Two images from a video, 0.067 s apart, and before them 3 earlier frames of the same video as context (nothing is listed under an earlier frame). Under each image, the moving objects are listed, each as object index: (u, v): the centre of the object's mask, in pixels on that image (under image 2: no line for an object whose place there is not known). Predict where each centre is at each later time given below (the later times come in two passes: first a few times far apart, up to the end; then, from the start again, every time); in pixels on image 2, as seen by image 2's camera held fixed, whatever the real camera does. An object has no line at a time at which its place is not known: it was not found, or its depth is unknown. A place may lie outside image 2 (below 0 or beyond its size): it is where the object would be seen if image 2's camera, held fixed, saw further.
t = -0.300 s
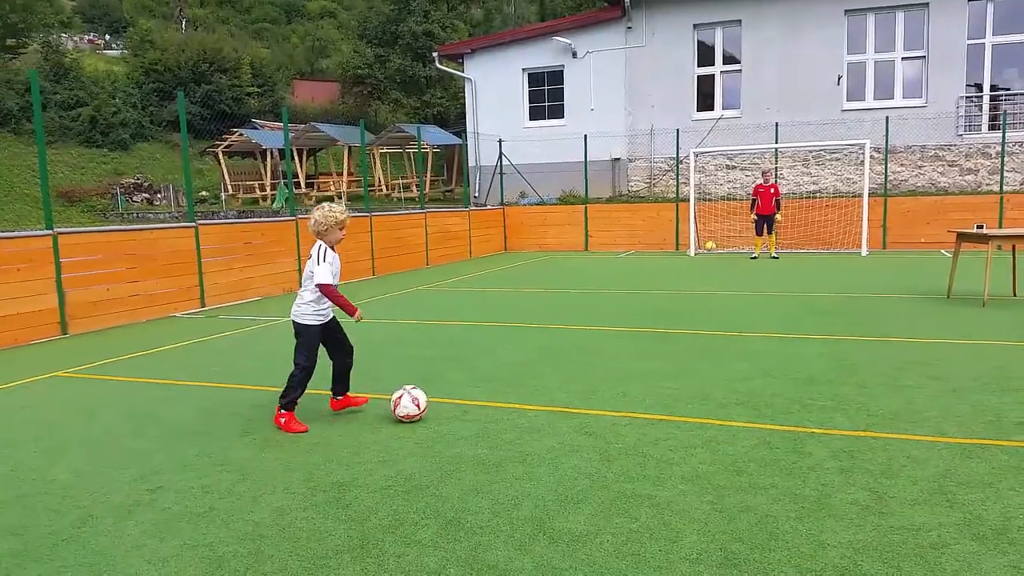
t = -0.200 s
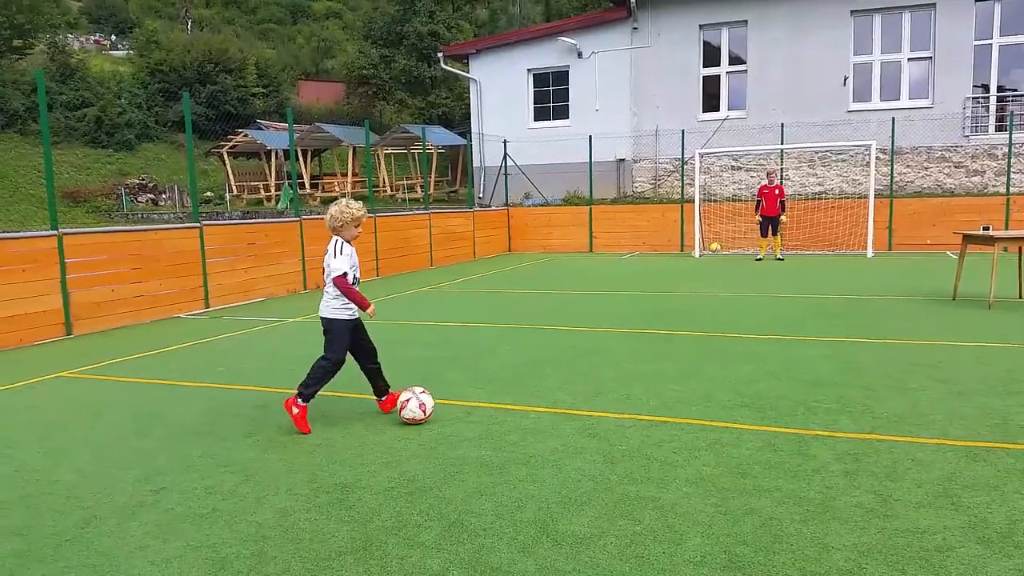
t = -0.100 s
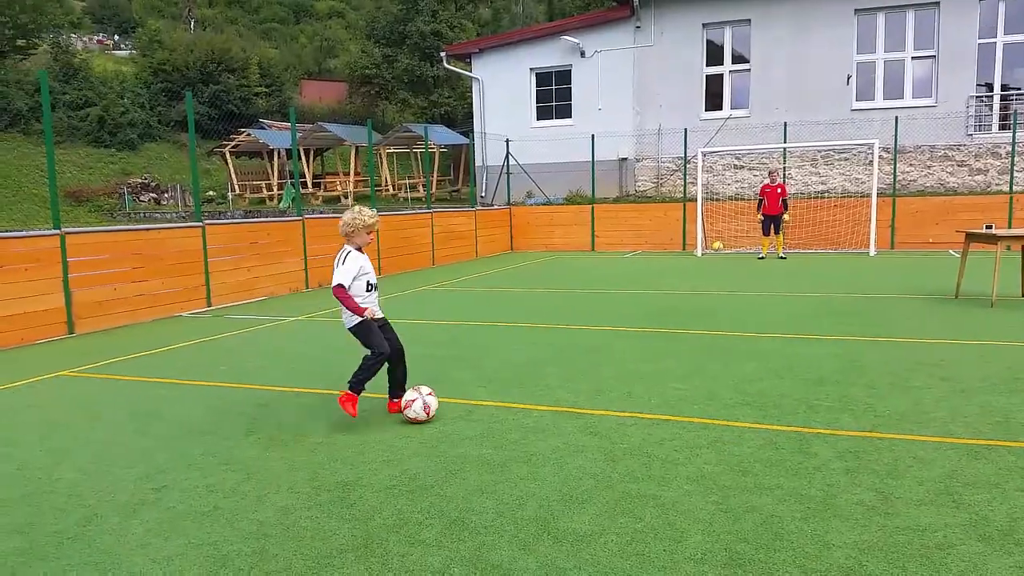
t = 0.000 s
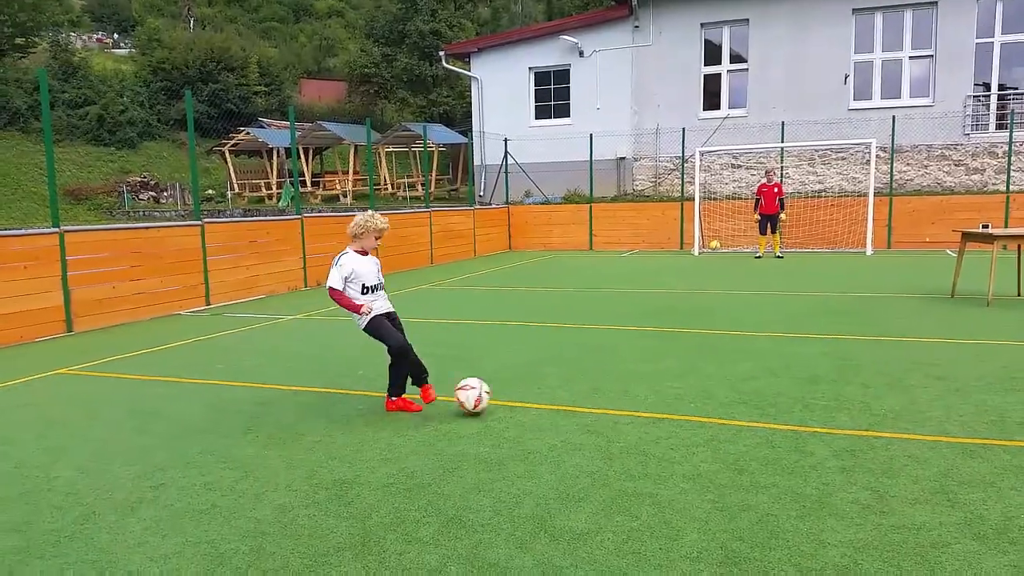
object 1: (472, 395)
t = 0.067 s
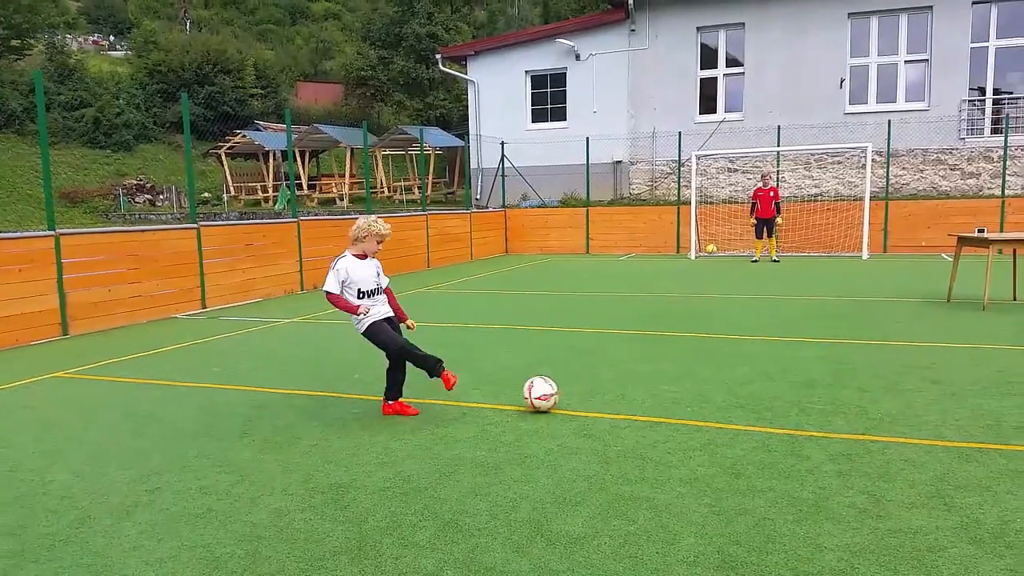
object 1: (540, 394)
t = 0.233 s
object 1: (691, 381)
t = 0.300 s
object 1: (744, 377)
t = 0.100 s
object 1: (574, 392)
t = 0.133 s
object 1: (605, 388)
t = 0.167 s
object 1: (635, 386)
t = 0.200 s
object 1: (664, 384)
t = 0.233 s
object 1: (691, 381)
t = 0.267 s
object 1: (718, 379)
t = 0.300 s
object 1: (744, 377)
